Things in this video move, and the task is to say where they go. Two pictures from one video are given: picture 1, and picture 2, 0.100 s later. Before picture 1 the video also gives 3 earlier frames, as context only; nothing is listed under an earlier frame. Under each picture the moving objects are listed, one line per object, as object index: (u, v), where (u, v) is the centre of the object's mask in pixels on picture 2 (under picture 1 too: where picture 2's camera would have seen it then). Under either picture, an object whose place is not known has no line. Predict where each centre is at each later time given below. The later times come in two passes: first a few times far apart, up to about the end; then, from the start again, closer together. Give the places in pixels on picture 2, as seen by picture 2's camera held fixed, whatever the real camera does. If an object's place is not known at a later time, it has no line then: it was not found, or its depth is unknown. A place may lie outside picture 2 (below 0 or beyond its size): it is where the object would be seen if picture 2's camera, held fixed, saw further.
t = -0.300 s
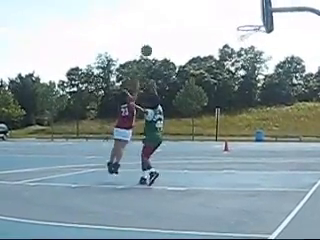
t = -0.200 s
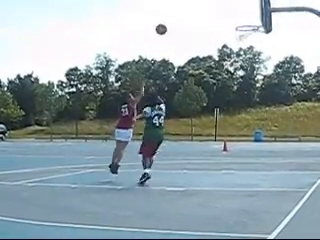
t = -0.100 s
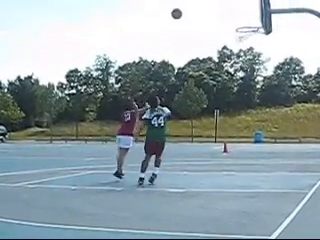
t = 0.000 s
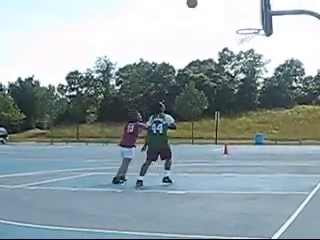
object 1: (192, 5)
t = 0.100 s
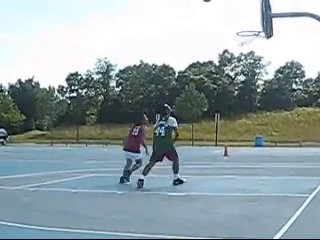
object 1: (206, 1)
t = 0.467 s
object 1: (256, 5)
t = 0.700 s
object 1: (241, 26)
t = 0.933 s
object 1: (252, 19)
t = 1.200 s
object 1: (256, 20)
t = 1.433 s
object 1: (256, 26)
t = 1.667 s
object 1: (251, 23)
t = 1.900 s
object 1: (245, 46)
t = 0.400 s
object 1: (249, 2)
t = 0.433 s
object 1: (254, 3)
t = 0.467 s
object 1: (256, 5)
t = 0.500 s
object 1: (254, 7)
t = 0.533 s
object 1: (251, 11)
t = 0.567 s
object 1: (248, 16)
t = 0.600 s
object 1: (244, 21)
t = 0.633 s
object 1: (241, 26)
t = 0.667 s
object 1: (239, 29)
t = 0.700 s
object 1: (241, 26)
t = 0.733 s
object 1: (242, 23)
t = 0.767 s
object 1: (244, 21)
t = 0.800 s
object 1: (245, 20)
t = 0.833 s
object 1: (247, 19)
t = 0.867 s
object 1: (249, 19)
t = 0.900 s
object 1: (250, 19)
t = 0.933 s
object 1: (252, 19)
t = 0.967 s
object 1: (253, 20)
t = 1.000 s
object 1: (255, 22)
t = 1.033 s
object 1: (256, 24)
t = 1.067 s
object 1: (257, 27)
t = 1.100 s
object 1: (257, 24)
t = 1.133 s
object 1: (256, 22)
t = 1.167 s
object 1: (256, 21)
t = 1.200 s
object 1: (256, 20)
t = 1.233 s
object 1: (256, 19)
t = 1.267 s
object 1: (256, 20)
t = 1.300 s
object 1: (256, 20)
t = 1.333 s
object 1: (256, 22)
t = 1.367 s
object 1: (256, 23)
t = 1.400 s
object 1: (256, 26)
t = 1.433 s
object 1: (256, 26)
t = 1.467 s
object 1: (255, 24)
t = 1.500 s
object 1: (255, 23)
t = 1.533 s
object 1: (254, 22)
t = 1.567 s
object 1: (253, 21)
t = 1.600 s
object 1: (252, 21)
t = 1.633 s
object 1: (252, 22)
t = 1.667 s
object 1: (251, 23)
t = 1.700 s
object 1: (250, 25)
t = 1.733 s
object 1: (249, 28)
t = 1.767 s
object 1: (249, 30)
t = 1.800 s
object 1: (247, 34)
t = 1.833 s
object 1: (247, 38)
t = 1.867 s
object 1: (246, 42)
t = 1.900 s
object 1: (245, 46)
